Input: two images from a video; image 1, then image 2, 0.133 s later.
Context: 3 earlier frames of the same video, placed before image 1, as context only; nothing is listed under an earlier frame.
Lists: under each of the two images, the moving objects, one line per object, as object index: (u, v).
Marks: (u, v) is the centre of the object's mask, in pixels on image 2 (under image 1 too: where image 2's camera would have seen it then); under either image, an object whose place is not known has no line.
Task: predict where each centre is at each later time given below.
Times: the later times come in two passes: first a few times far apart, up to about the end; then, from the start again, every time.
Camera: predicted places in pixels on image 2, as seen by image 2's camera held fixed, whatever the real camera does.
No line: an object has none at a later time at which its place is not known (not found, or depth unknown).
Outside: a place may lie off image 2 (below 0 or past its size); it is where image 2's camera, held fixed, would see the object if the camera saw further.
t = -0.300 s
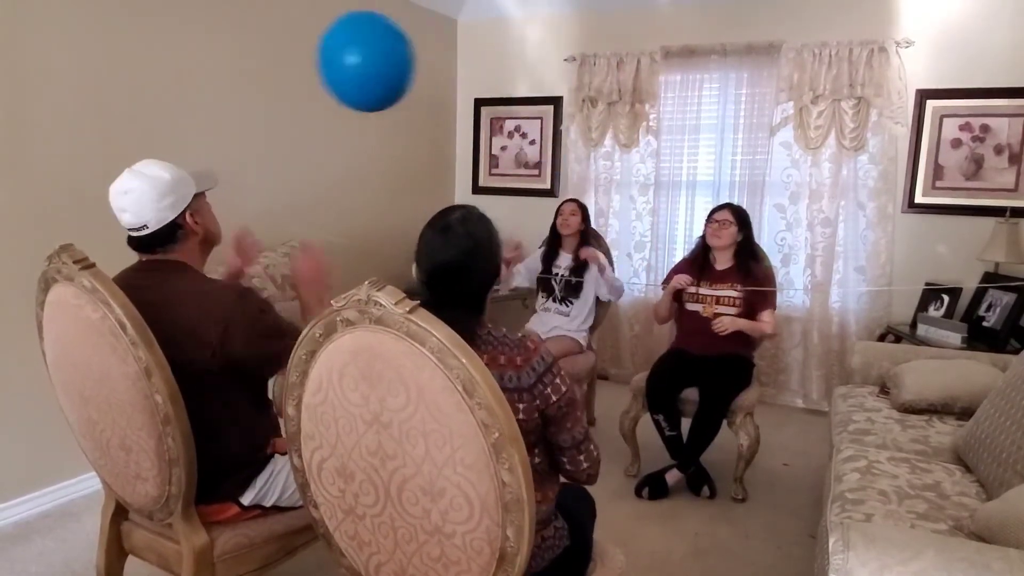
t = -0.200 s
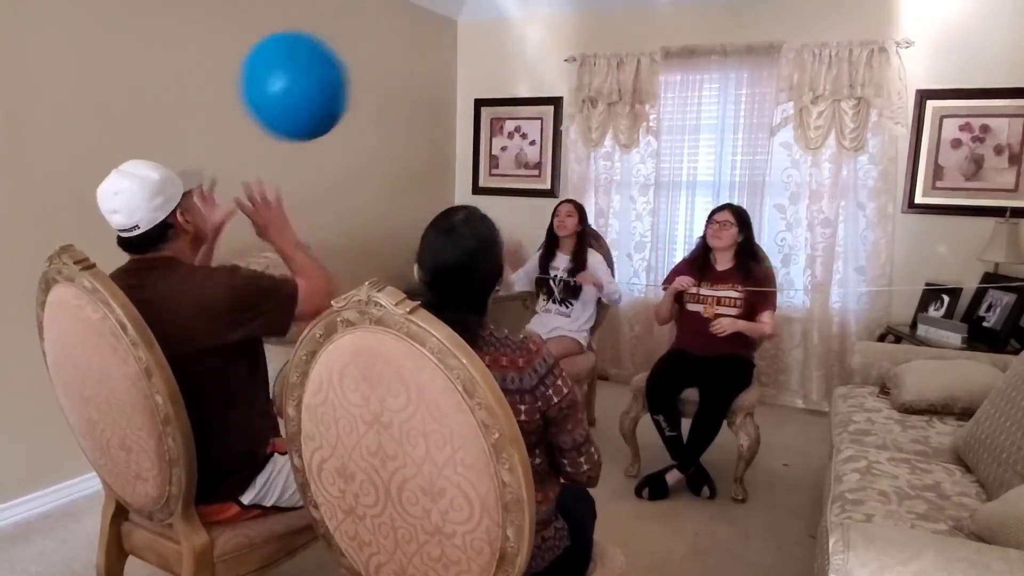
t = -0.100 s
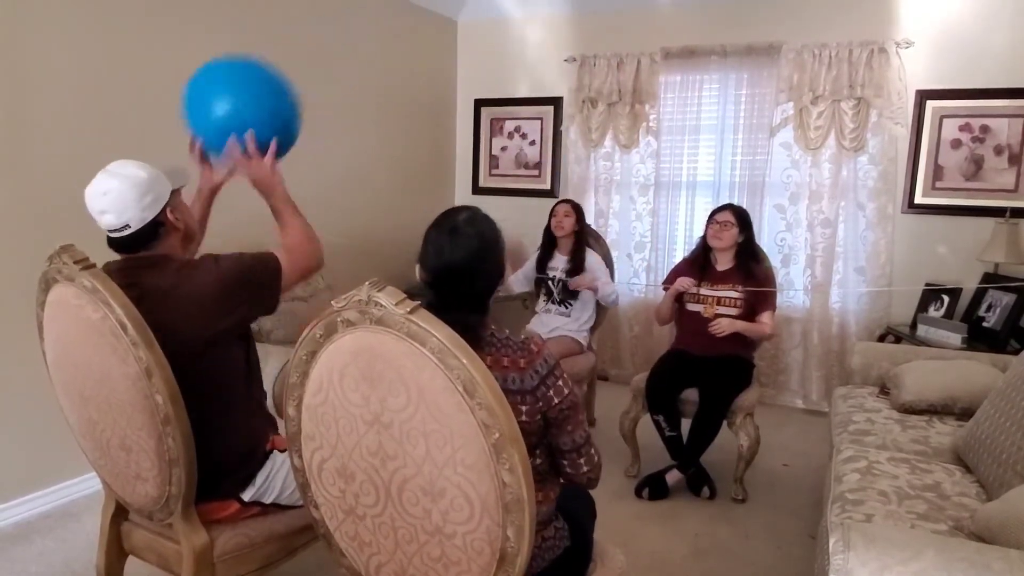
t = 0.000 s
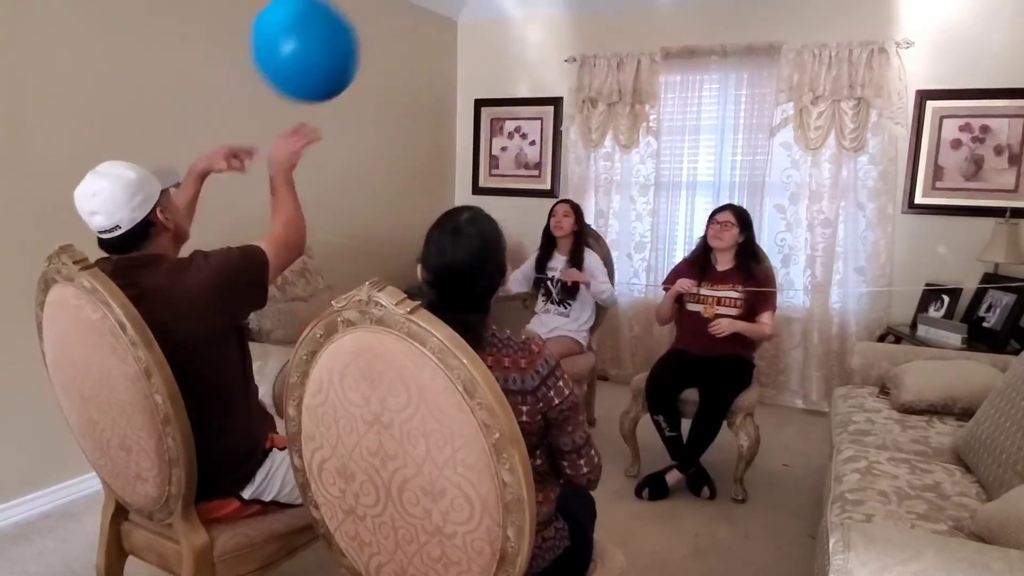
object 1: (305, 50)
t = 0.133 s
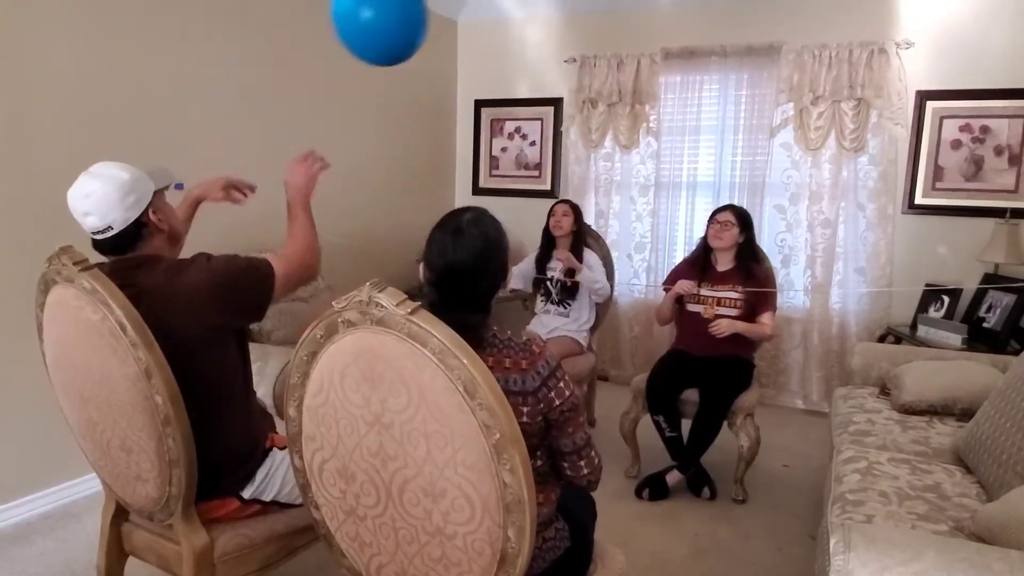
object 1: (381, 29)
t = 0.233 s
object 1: (427, 31)
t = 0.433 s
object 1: (504, 100)
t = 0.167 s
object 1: (397, 28)
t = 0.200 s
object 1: (413, 29)
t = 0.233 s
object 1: (427, 31)
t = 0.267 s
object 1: (442, 35)
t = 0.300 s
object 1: (455, 41)
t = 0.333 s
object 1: (468, 52)
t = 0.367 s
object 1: (481, 66)
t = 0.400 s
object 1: (492, 82)
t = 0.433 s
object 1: (504, 100)
